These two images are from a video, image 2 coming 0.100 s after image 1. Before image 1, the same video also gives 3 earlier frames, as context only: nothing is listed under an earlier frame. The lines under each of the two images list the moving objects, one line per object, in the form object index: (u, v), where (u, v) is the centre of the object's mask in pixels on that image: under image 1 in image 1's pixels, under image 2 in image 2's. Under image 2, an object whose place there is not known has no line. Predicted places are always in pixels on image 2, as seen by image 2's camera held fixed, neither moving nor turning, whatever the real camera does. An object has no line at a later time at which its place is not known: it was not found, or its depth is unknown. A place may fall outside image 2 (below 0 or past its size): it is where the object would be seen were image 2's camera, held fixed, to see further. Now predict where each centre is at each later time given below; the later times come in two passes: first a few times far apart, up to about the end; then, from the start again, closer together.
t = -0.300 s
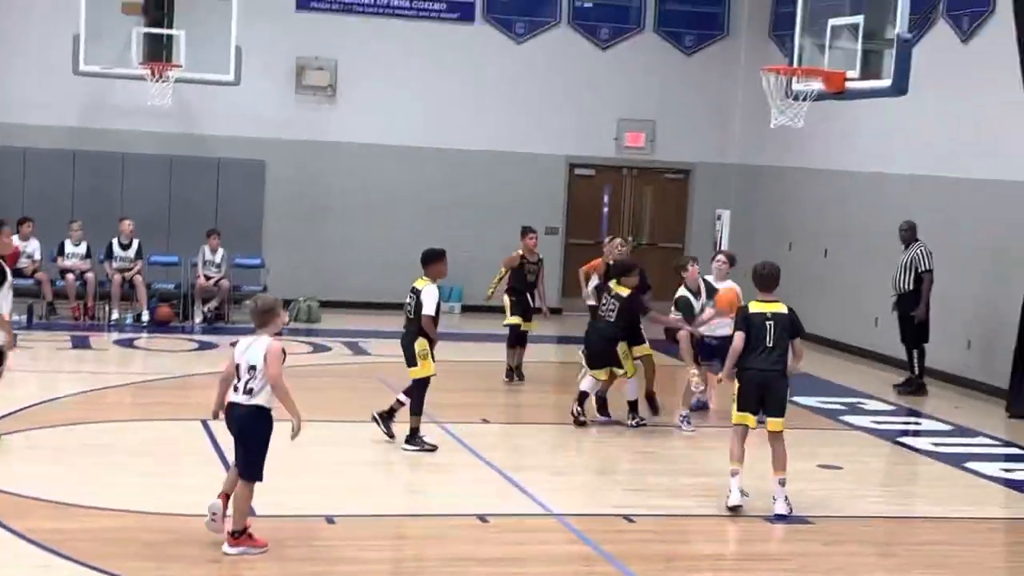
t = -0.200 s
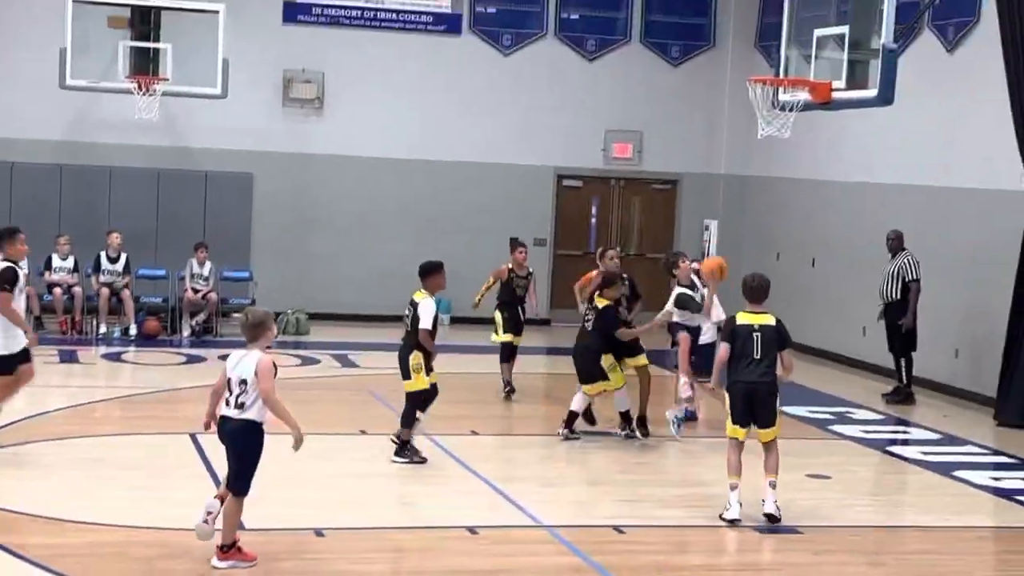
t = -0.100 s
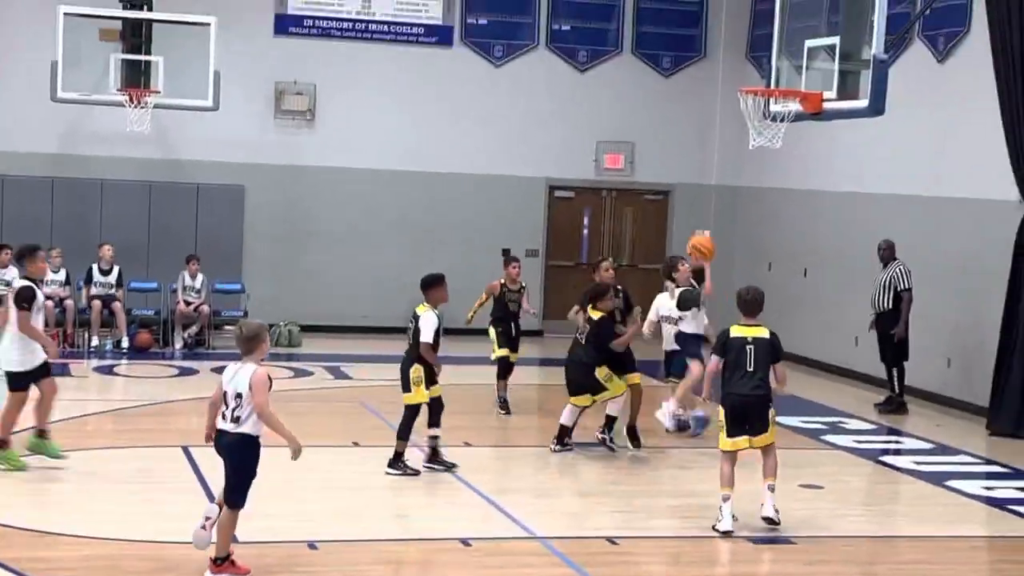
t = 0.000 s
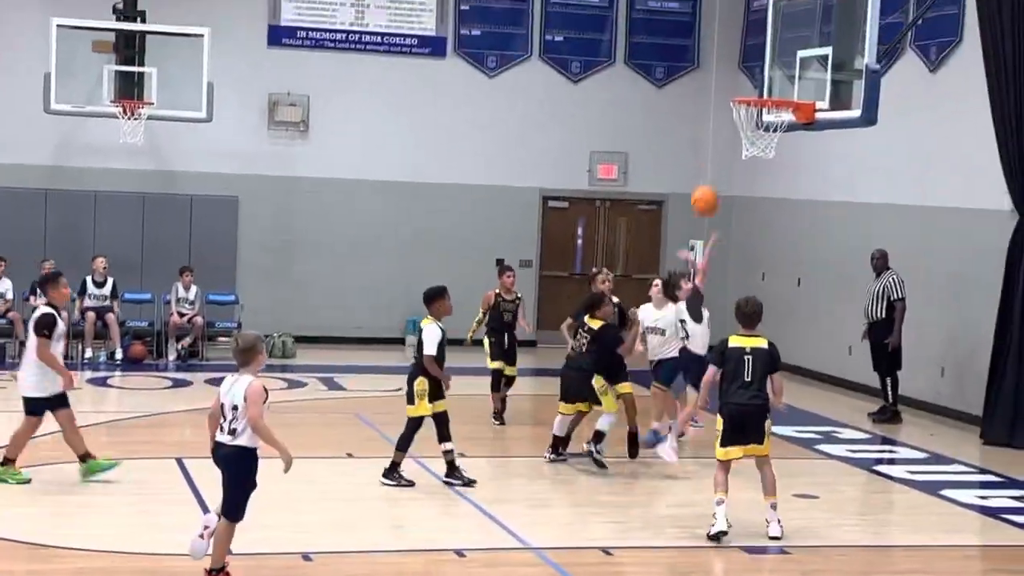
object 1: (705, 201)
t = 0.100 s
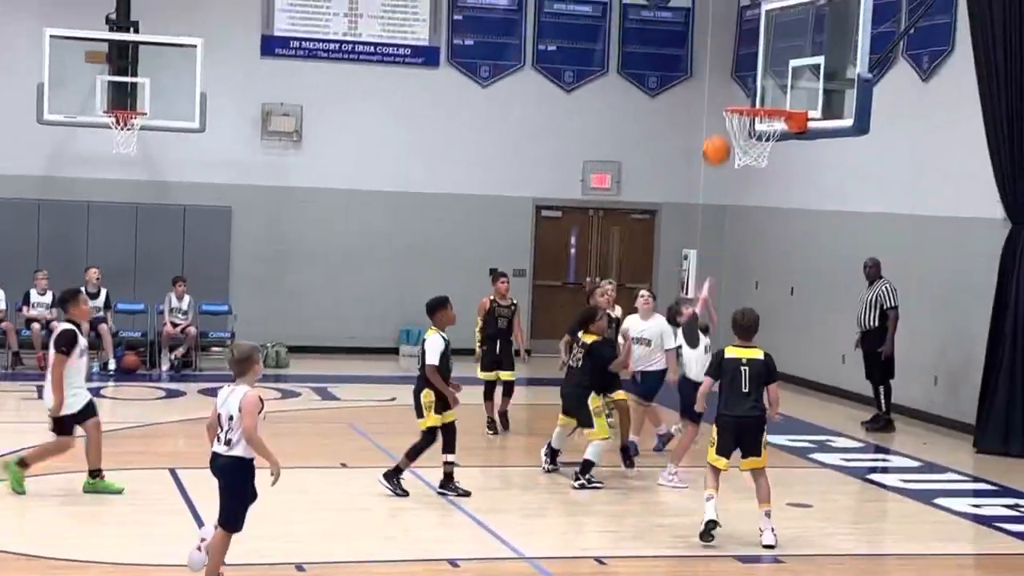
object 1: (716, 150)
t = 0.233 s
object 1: (740, 88)
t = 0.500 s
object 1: (776, 34)
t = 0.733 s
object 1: (764, 82)
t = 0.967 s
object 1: (750, 186)
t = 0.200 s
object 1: (734, 99)
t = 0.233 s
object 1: (740, 88)
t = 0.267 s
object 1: (746, 77)
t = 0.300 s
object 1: (751, 65)
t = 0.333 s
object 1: (757, 56)
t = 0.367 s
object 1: (763, 47)
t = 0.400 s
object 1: (769, 40)
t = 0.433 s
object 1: (774, 35)
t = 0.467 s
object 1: (776, 34)
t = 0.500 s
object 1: (776, 34)
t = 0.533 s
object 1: (774, 37)
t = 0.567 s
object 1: (773, 41)
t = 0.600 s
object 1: (772, 47)
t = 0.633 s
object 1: (770, 52)
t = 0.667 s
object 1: (767, 60)
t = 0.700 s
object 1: (767, 71)
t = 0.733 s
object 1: (764, 82)
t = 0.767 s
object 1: (764, 94)
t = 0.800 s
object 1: (759, 108)
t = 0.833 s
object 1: (759, 125)
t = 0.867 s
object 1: (758, 143)
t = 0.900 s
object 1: (754, 156)
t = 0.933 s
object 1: (752, 171)
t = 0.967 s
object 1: (750, 186)
